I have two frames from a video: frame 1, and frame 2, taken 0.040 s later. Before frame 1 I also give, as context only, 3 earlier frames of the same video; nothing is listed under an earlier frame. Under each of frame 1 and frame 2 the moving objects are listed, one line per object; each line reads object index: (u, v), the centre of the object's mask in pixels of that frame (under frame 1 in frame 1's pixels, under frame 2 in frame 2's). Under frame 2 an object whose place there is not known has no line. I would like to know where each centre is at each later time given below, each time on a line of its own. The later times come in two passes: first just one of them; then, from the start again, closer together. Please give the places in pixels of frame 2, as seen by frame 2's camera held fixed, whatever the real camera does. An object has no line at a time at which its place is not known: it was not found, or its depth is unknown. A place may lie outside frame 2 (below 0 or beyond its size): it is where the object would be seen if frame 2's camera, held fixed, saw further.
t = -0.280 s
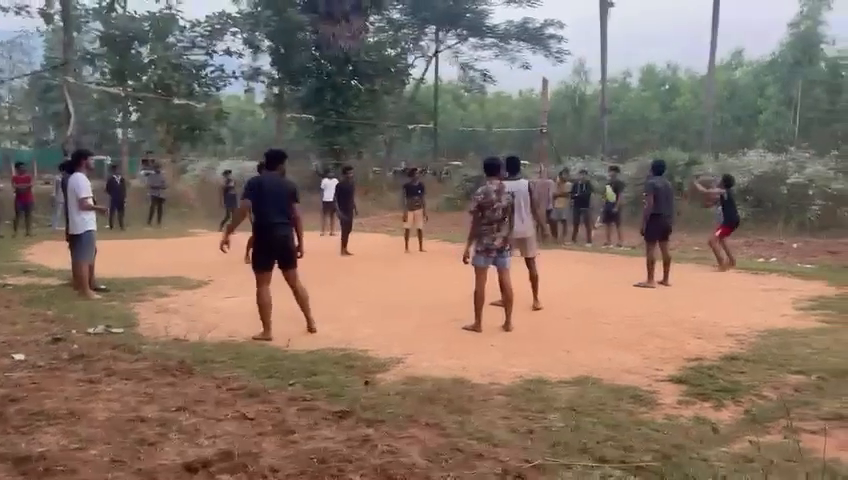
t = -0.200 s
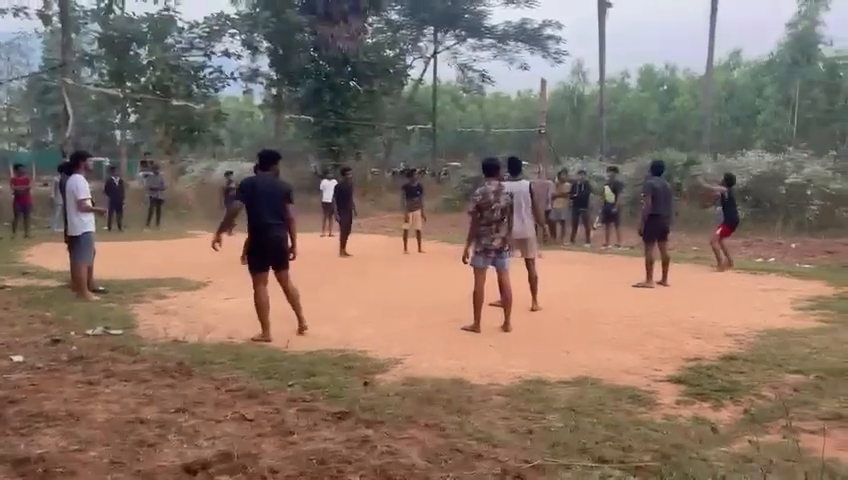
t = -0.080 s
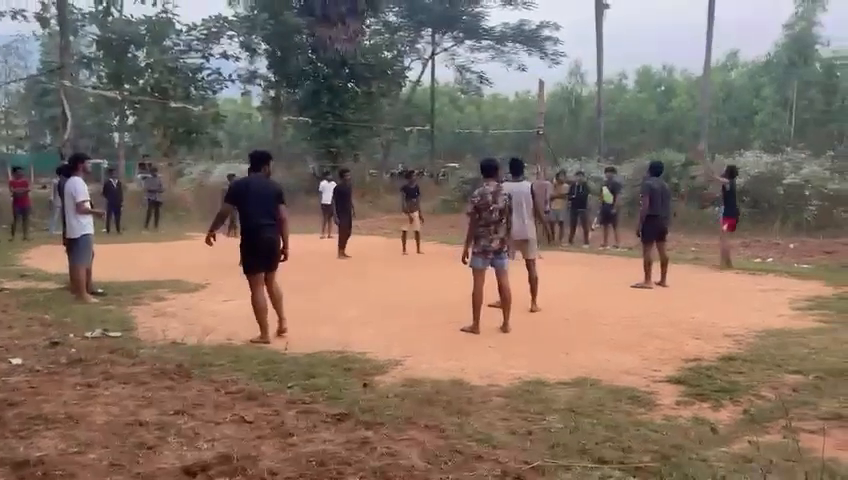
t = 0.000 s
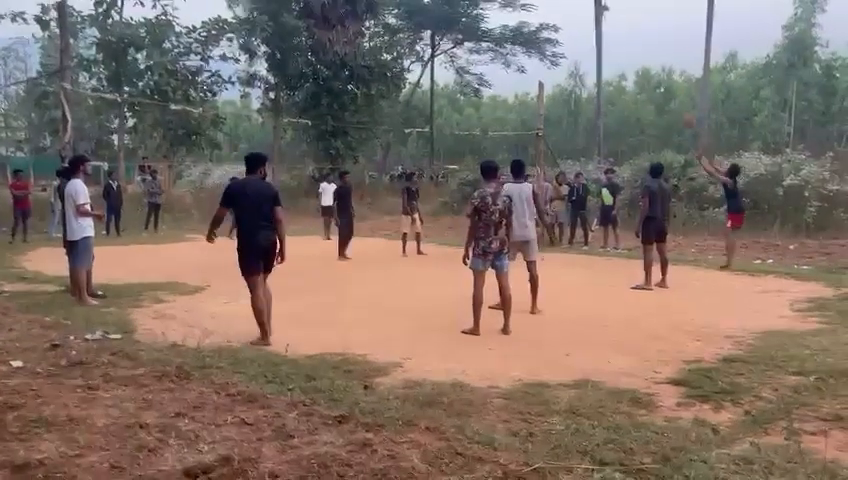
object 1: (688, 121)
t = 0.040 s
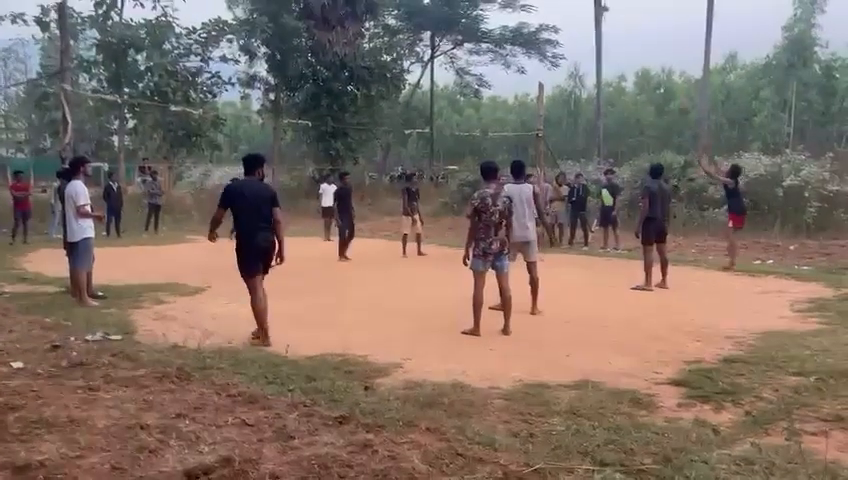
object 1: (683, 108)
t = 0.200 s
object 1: (661, 64)
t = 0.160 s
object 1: (666, 72)
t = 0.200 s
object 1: (661, 64)
